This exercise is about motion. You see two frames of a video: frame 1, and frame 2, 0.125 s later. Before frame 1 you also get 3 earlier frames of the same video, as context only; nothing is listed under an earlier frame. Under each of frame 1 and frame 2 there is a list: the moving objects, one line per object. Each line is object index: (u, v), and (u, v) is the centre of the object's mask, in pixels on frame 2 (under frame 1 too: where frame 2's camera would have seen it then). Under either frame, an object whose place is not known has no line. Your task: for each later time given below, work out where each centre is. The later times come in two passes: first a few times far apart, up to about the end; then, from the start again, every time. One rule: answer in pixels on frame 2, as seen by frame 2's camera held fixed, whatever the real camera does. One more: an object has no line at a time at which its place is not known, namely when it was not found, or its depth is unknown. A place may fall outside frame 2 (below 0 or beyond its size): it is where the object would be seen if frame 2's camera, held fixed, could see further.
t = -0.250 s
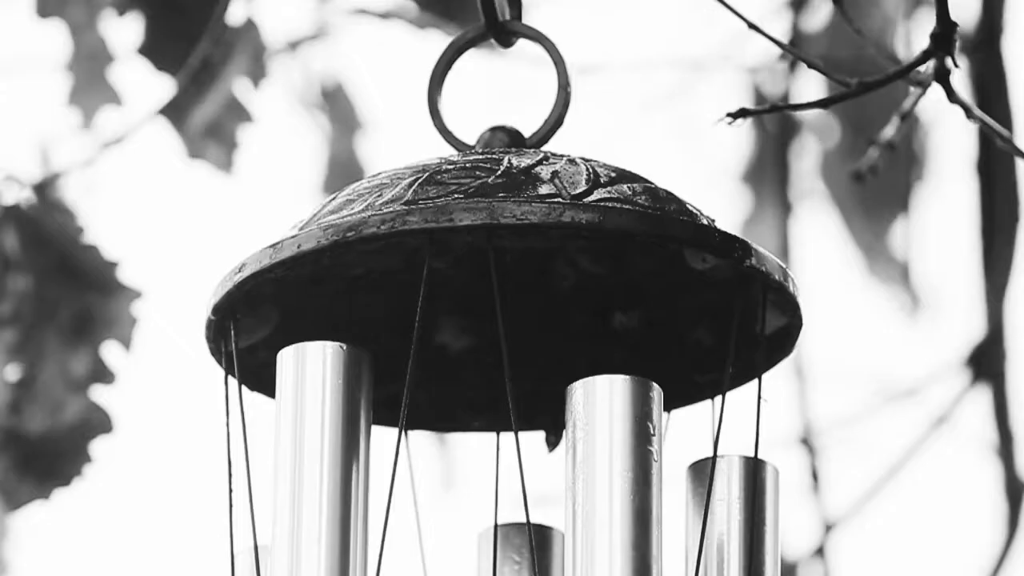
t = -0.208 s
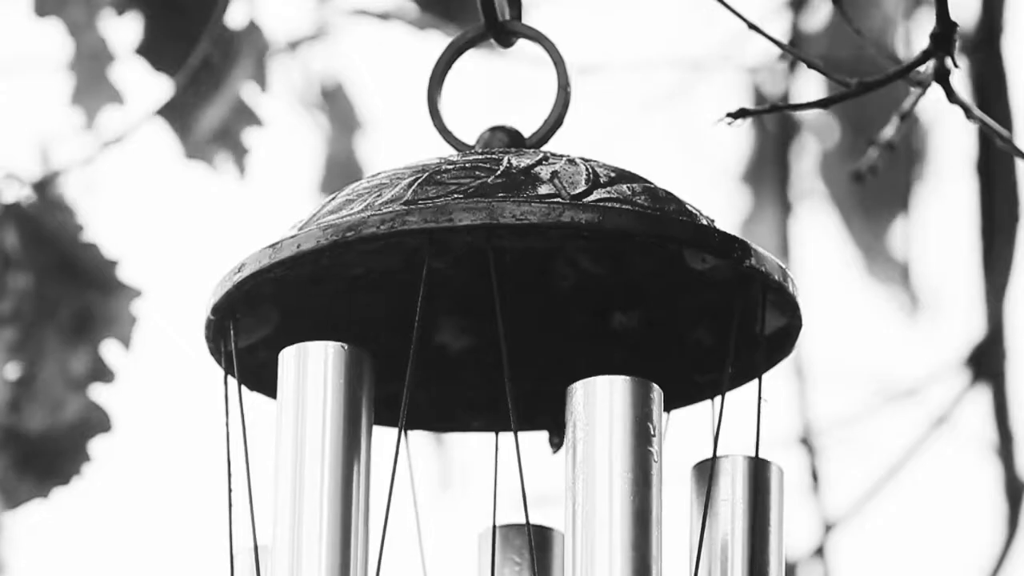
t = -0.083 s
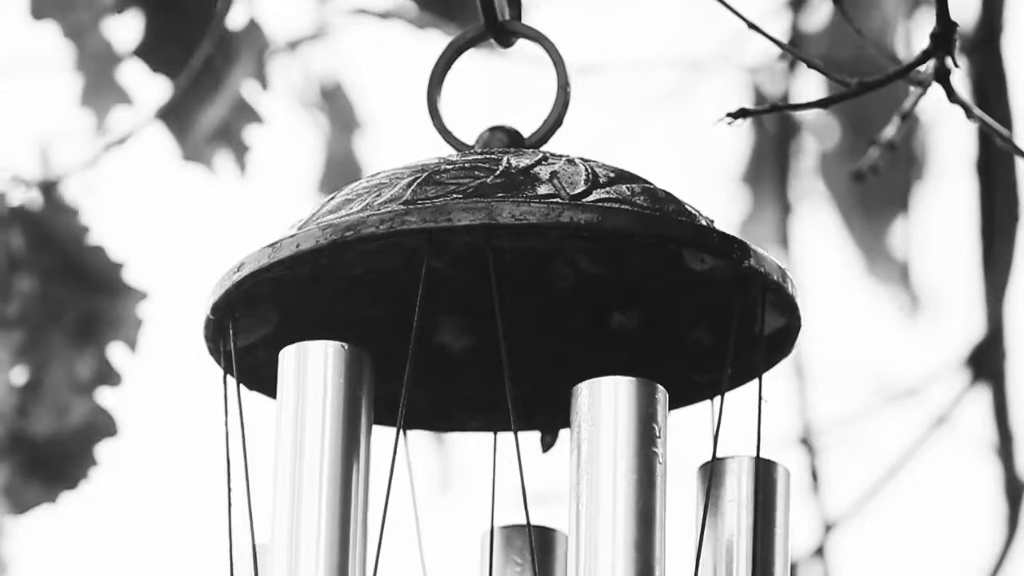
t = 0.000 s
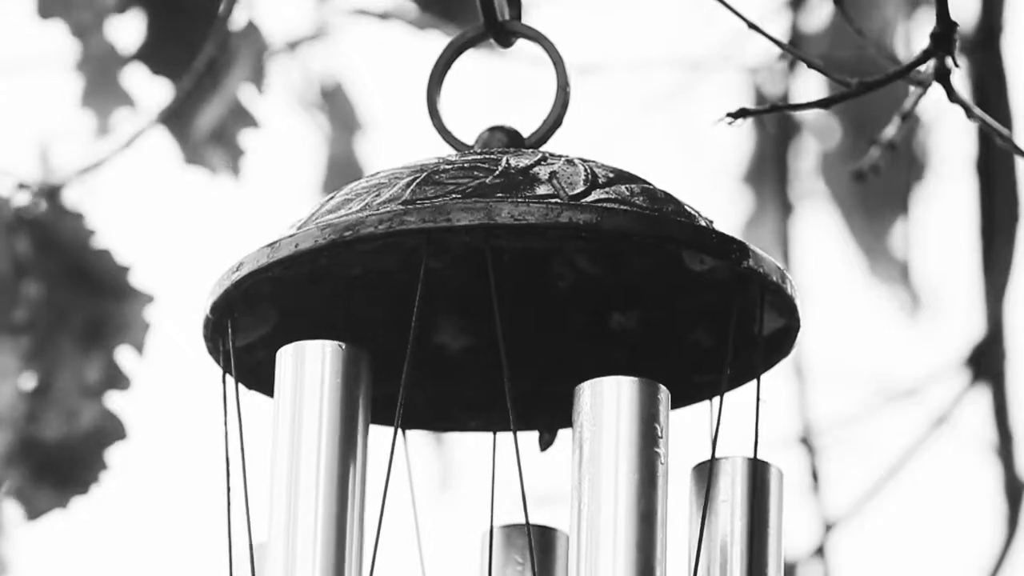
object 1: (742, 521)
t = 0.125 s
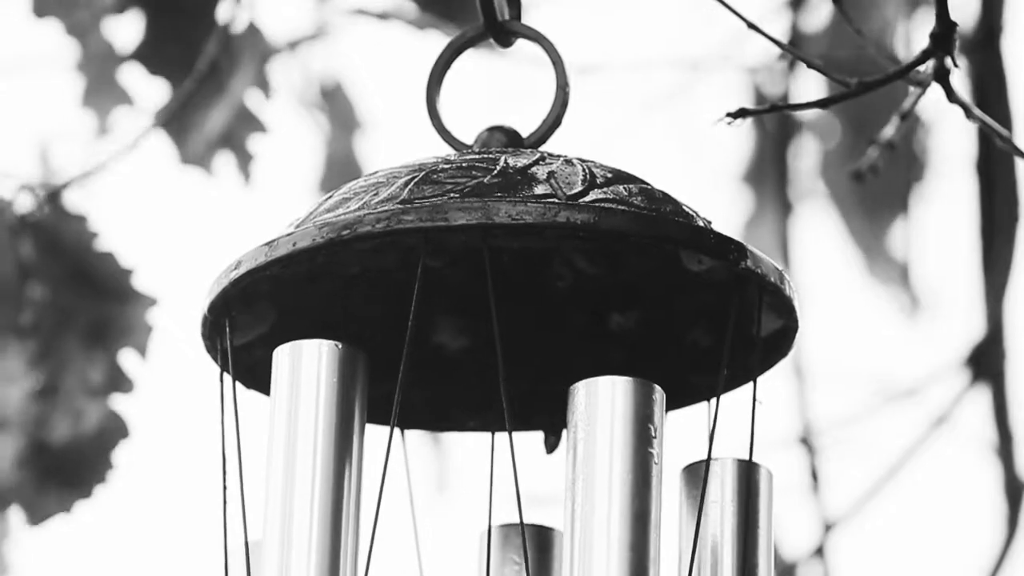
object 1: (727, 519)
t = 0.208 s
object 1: (737, 521)
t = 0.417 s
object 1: (739, 521)
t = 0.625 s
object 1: (739, 521)
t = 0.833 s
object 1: (741, 520)
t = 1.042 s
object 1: (744, 521)
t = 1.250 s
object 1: (742, 522)
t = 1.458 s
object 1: (742, 522)
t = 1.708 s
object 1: (739, 521)
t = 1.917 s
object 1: (739, 521)
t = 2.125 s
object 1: (739, 521)
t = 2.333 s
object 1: (739, 521)
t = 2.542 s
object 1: (742, 521)
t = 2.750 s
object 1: (743, 521)
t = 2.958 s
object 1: (741, 522)
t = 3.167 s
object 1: (743, 522)
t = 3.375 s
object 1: (739, 521)
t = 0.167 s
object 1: (736, 521)
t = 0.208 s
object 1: (737, 521)
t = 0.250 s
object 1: (738, 521)
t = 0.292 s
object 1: (738, 520)
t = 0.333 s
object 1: (740, 521)
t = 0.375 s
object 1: (740, 521)
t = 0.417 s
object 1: (739, 521)
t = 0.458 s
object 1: (737, 521)
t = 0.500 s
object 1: (737, 521)
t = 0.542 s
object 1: (737, 521)
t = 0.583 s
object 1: (738, 521)
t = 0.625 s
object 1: (739, 521)
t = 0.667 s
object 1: (741, 521)
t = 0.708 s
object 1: (742, 520)
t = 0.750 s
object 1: (742, 520)
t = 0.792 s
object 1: (742, 520)
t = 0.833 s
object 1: (741, 520)
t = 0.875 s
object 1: (740, 520)
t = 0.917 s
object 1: (740, 521)
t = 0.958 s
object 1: (733, 519)
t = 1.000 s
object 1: (742, 521)
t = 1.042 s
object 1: (744, 521)
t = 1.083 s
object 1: (745, 521)
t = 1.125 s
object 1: (746, 521)
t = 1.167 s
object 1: (745, 521)
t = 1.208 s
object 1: (744, 522)
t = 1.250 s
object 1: (742, 522)
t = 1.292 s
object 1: (740, 522)
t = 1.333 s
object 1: (731, 520)
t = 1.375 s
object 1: (731, 520)
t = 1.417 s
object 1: (732, 520)
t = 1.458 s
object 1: (742, 522)
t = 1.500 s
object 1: (743, 522)
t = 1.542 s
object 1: (745, 521)
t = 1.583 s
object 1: (745, 521)
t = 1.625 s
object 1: (743, 521)
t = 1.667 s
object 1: (742, 521)
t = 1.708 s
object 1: (739, 521)
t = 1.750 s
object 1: (738, 521)
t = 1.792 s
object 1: (737, 520)
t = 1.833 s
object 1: (737, 520)
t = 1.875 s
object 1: (738, 520)
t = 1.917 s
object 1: (739, 521)
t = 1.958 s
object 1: (741, 521)
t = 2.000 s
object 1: (741, 521)
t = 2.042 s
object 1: (741, 521)
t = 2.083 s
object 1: (740, 521)
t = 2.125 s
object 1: (739, 521)
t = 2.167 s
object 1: (738, 521)
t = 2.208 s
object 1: (737, 521)
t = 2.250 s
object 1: (737, 521)
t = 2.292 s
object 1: (738, 521)
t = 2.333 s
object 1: (739, 521)
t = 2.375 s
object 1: (740, 521)
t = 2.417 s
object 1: (741, 521)
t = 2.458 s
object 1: (742, 521)
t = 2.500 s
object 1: (742, 521)
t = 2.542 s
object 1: (742, 521)
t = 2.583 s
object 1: (742, 521)
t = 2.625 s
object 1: (742, 521)
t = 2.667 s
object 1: (742, 521)
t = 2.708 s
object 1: (742, 521)
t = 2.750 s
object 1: (743, 521)
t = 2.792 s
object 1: (743, 521)
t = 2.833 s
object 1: (743, 521)
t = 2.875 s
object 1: (743, 521)
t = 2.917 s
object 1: (742, 521)
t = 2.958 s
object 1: (741, 522)
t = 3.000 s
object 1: (741, 522)
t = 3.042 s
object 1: (733, 520)
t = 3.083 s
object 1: (741, 522)
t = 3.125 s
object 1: (742, 522)
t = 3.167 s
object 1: (743, 522)
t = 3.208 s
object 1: (743, 522)
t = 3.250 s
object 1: (743, 521)
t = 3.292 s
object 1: (742, 521)
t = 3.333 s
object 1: (741, 521)
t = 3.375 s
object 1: (739, 521)
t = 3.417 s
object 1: (738, 521)
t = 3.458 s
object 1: (738, 520)
